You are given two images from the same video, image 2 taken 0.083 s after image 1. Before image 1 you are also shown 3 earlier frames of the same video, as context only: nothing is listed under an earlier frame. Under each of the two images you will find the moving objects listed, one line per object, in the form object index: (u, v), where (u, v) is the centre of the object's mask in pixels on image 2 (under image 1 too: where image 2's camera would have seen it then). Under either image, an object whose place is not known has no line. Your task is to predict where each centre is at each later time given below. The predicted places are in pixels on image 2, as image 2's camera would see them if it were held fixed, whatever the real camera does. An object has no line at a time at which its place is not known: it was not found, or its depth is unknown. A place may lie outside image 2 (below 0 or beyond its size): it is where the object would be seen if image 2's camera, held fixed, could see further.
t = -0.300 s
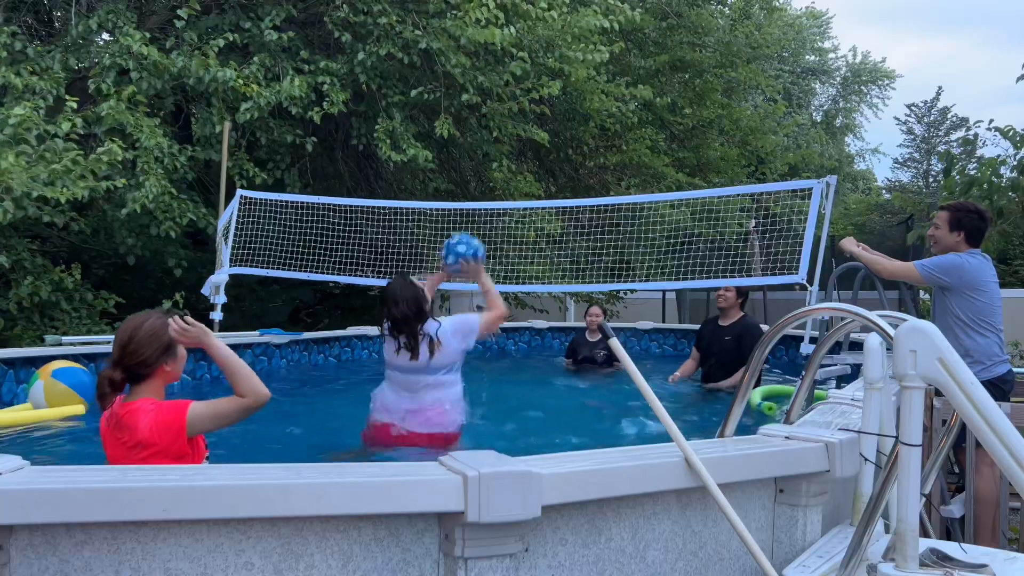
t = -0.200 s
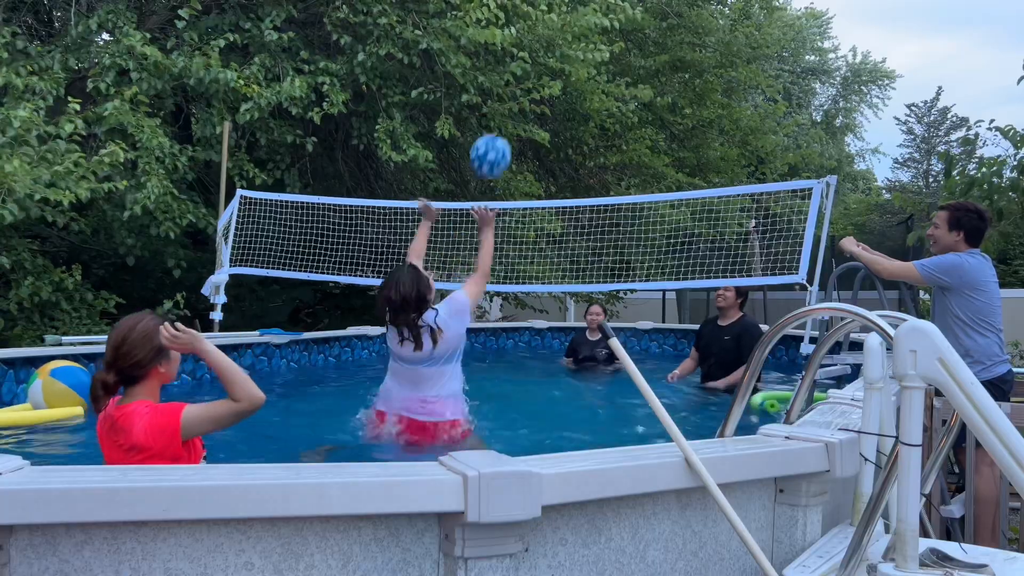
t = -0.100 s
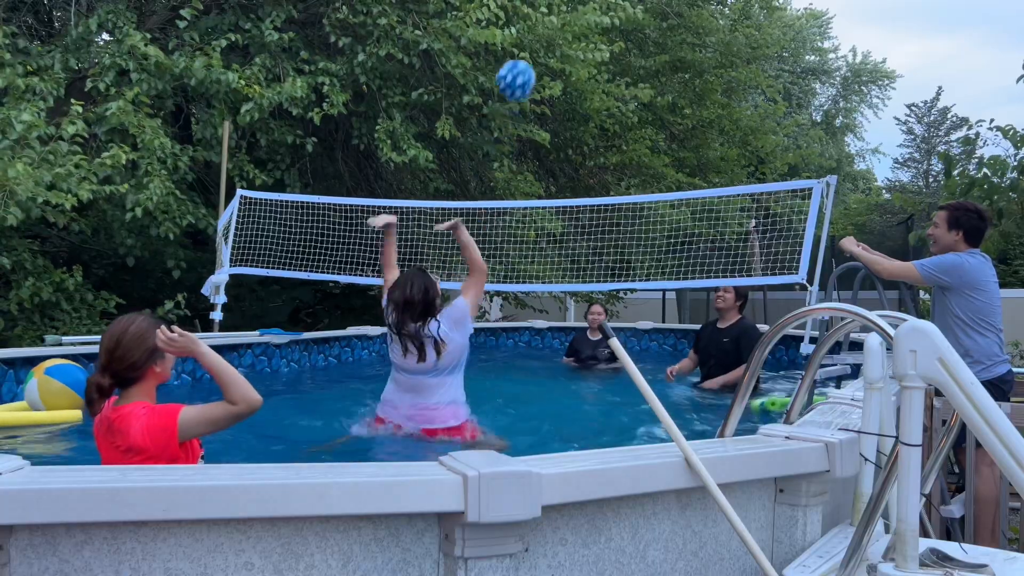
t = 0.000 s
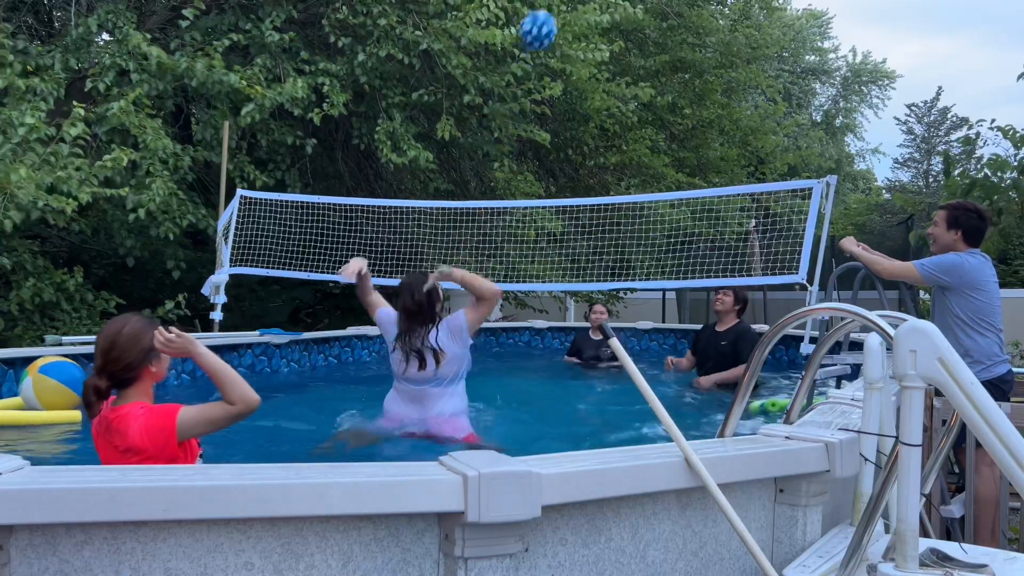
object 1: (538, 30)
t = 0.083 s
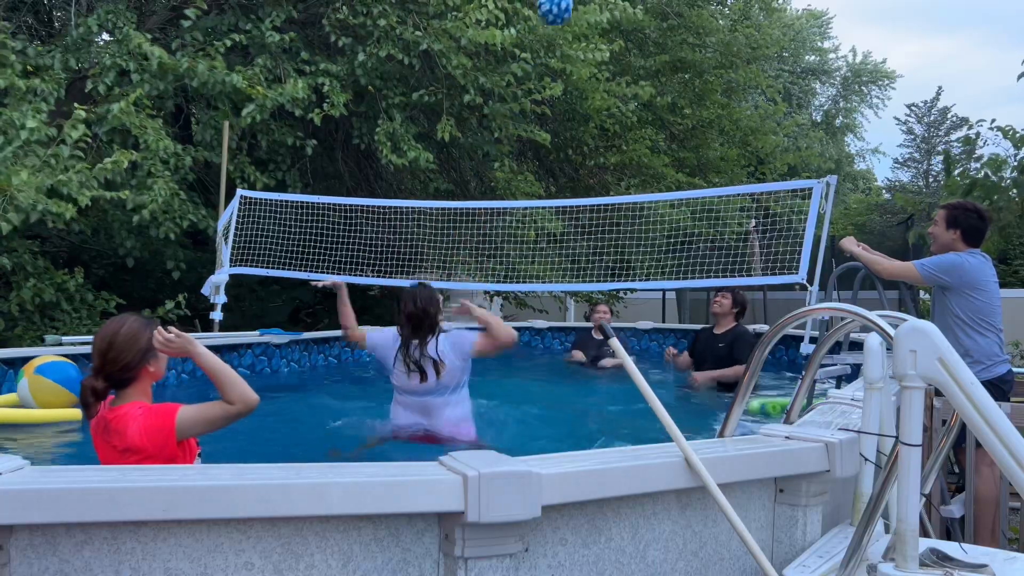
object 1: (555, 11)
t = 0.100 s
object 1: (557, 9)
